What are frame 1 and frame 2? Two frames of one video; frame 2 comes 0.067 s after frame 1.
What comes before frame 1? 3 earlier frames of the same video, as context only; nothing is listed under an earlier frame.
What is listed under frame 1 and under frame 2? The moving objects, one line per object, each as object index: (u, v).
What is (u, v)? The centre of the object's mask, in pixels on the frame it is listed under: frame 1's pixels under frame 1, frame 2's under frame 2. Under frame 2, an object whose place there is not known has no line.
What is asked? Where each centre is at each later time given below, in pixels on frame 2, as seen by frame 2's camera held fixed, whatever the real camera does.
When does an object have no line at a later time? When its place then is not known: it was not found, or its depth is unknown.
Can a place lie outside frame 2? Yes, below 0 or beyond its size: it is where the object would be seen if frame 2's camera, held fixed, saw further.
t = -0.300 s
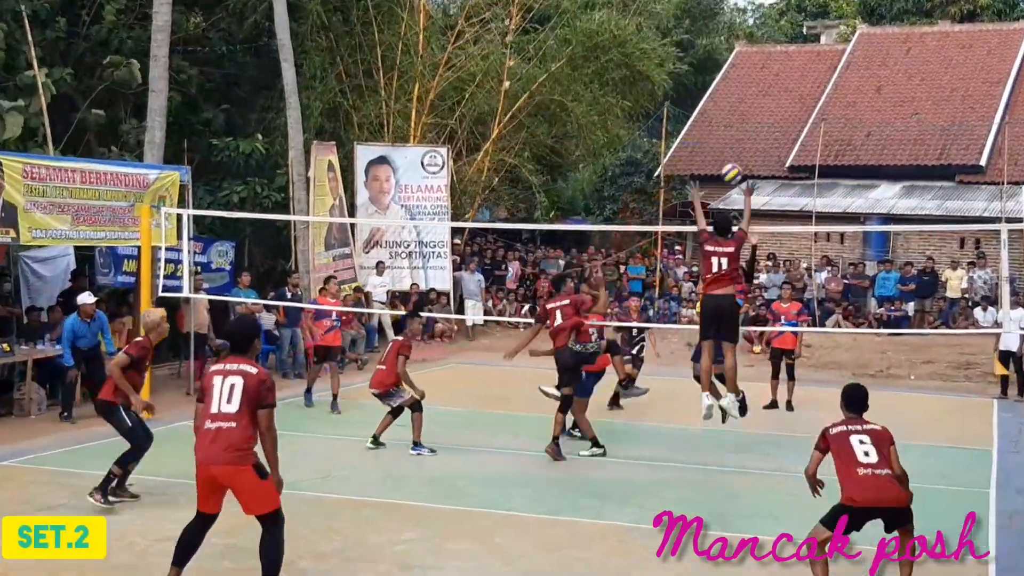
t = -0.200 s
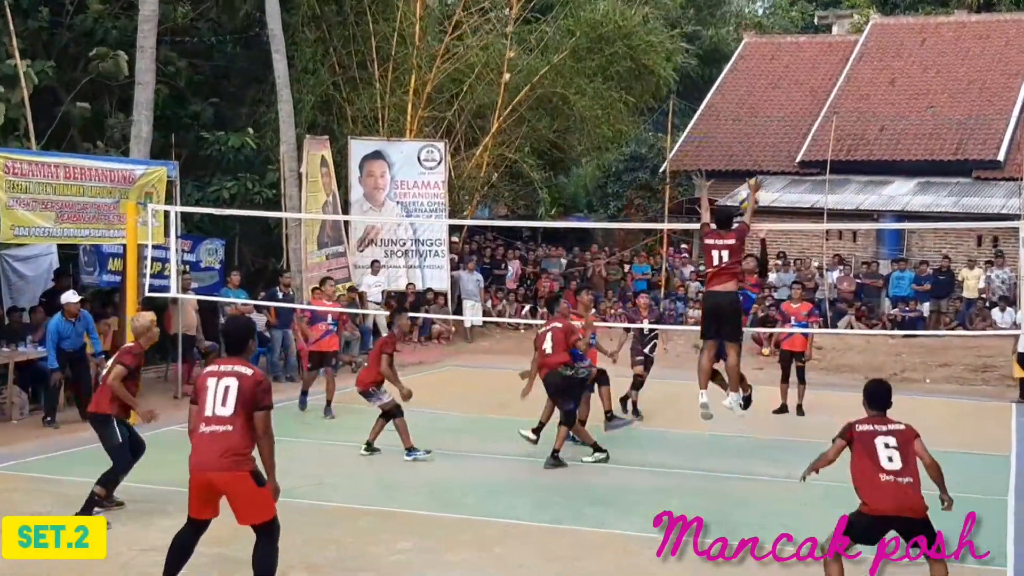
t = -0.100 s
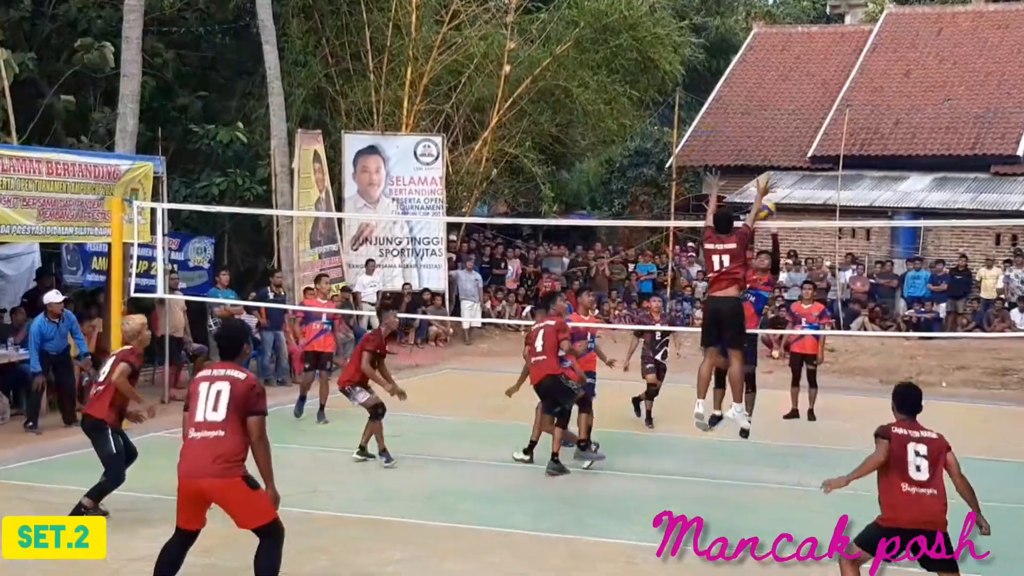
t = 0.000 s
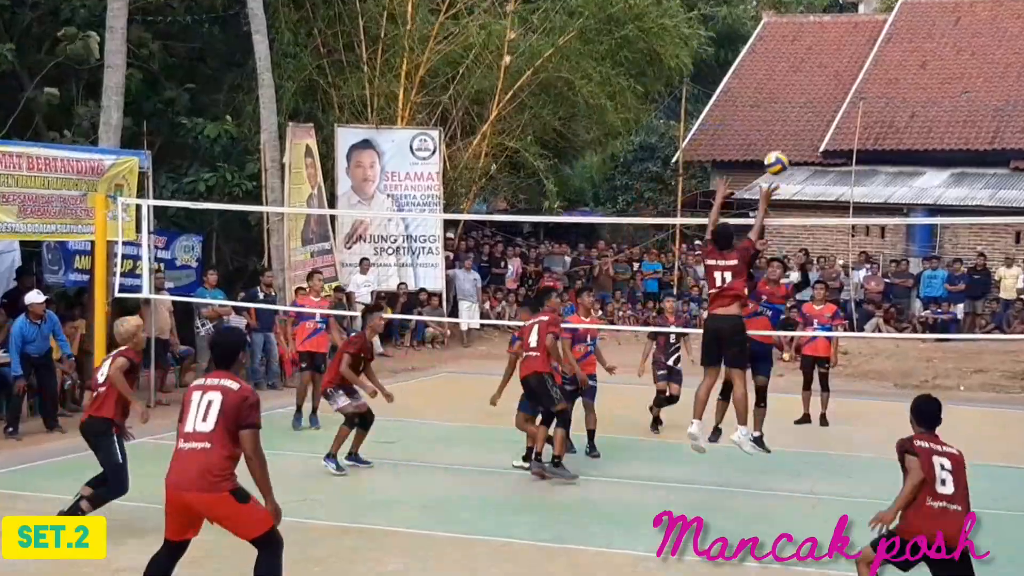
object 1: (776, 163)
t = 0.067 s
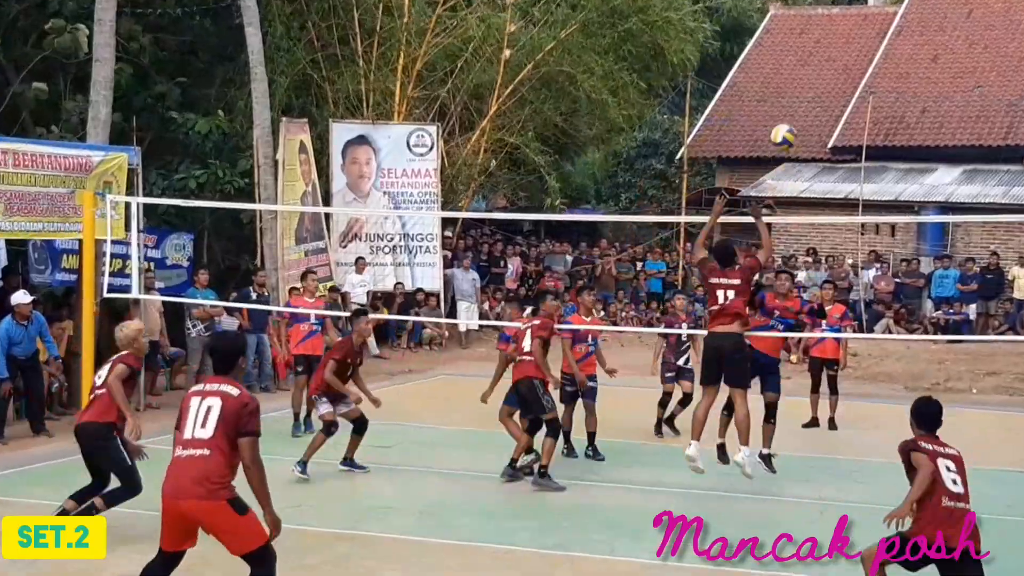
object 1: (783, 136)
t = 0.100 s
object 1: (784, 126)
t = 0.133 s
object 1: (784, 118)
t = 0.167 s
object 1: (785, 110)
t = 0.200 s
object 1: (785, 102)
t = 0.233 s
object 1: (786, 97)
